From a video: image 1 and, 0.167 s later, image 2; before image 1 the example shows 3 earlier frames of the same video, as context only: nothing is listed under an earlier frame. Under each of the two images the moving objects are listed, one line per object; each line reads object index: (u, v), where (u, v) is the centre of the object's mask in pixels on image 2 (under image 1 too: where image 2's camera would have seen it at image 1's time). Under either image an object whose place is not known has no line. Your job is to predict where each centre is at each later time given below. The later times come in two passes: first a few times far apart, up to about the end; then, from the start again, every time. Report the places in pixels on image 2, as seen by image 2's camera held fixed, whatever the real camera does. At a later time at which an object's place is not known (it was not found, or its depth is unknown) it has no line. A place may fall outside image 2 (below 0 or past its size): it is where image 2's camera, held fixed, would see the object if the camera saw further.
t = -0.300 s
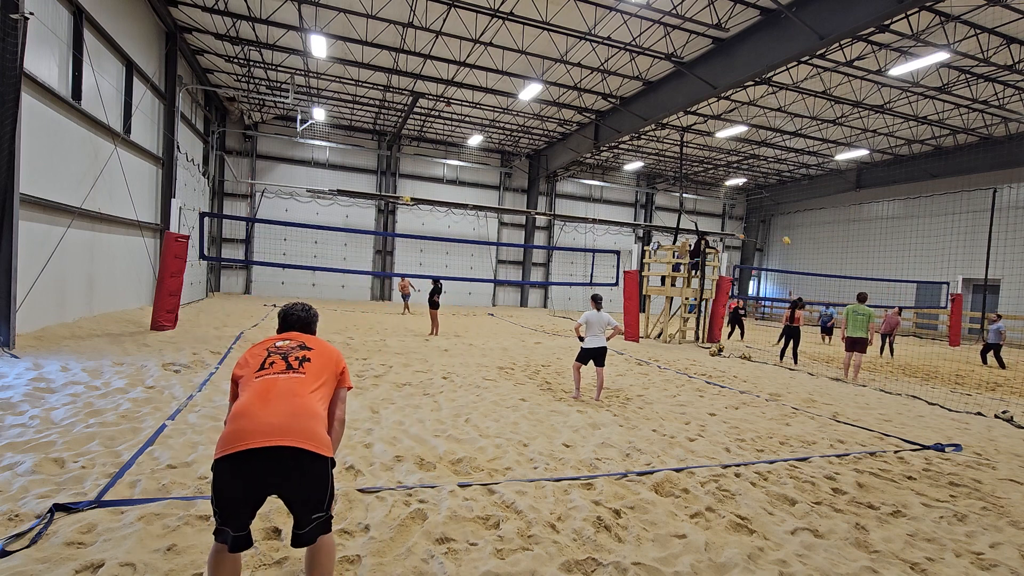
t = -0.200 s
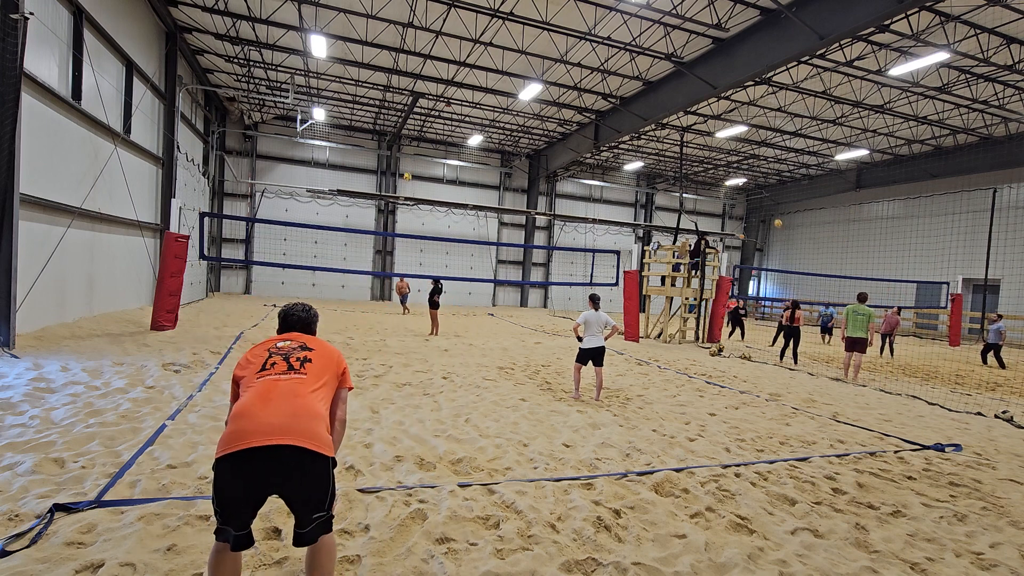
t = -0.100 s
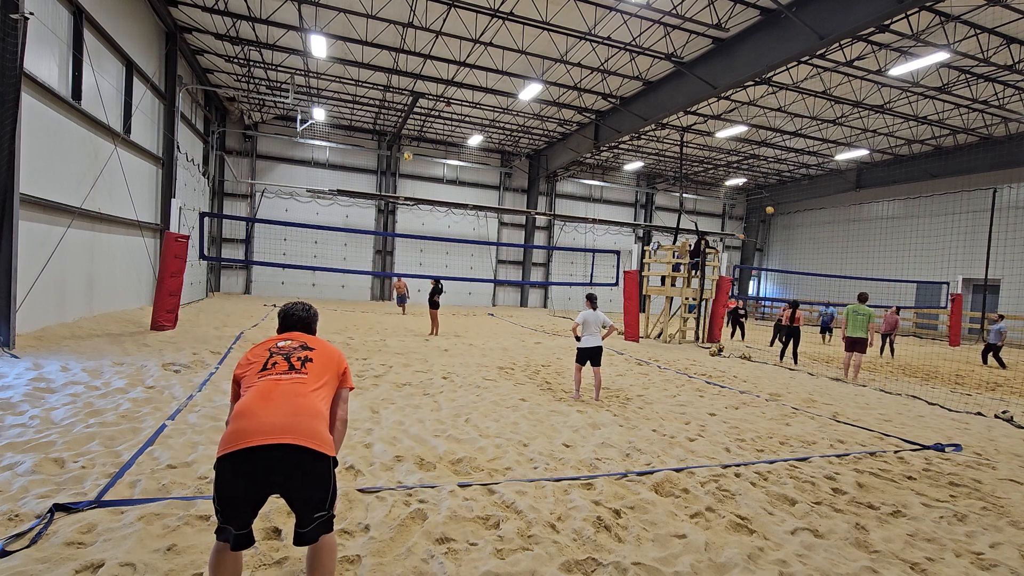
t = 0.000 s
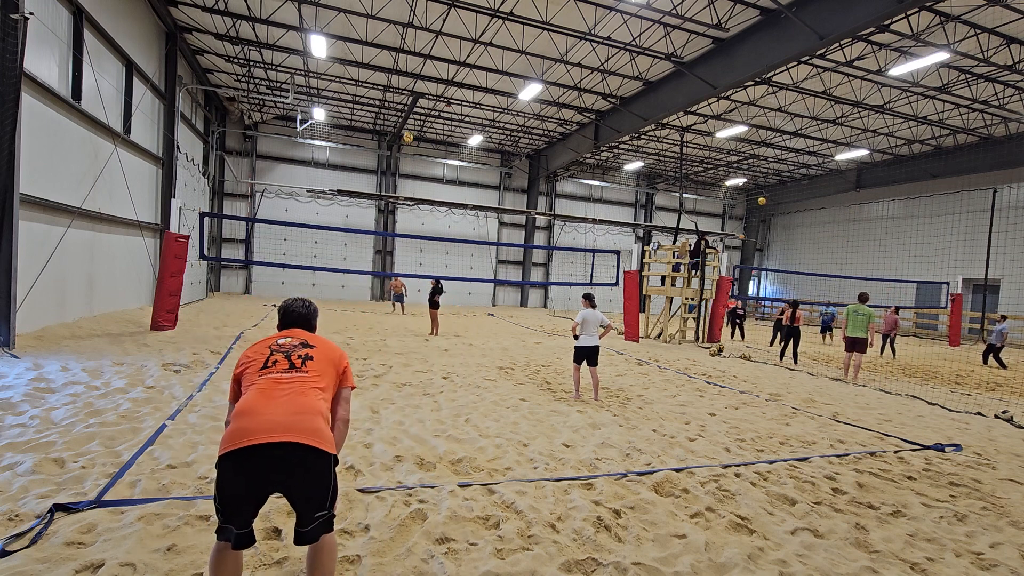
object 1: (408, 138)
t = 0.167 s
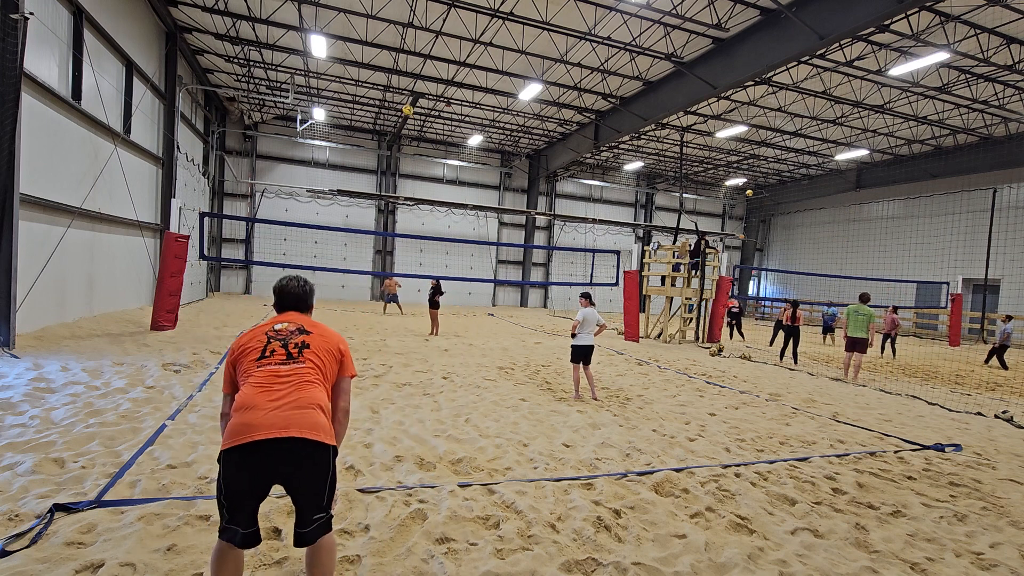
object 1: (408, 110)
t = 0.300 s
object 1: (406, 94)
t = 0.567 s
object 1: (402, 88)
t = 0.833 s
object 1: (387, 154)
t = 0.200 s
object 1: (407, 106)
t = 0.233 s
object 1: (407, 101)
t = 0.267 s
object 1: (407, 98)
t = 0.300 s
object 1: (406, 94)
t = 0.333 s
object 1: (407, 91)
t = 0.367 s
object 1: (406, 89)
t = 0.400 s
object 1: (405, 87)
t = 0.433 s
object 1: (405, 86)
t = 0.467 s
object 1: (405, 85)
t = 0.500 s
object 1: (404, 85)
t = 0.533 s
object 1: (403, 86)
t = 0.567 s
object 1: (402, 88)
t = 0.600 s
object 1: (401, 91)
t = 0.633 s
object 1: (400, 95)
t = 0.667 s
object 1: (398, 101)
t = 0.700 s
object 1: (396, 107)
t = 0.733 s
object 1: (394, 116)
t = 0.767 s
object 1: (392, 127)
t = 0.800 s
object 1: (389, 139)
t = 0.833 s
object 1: (387, 154)
